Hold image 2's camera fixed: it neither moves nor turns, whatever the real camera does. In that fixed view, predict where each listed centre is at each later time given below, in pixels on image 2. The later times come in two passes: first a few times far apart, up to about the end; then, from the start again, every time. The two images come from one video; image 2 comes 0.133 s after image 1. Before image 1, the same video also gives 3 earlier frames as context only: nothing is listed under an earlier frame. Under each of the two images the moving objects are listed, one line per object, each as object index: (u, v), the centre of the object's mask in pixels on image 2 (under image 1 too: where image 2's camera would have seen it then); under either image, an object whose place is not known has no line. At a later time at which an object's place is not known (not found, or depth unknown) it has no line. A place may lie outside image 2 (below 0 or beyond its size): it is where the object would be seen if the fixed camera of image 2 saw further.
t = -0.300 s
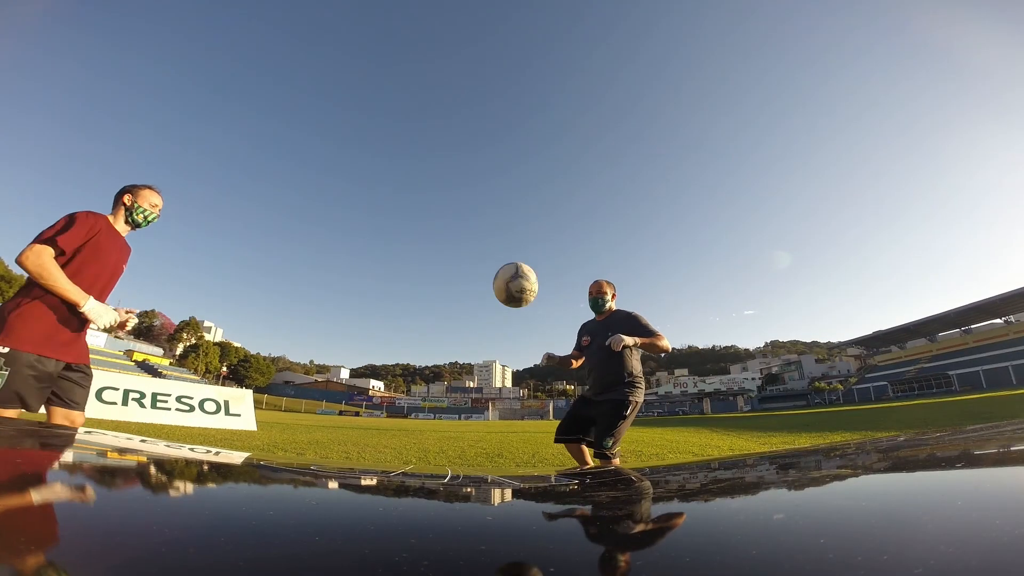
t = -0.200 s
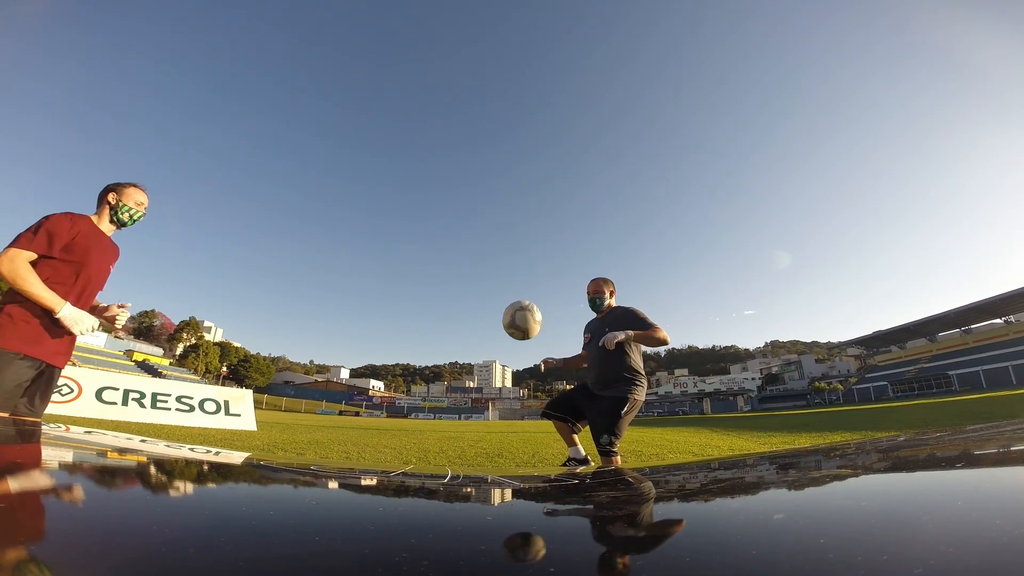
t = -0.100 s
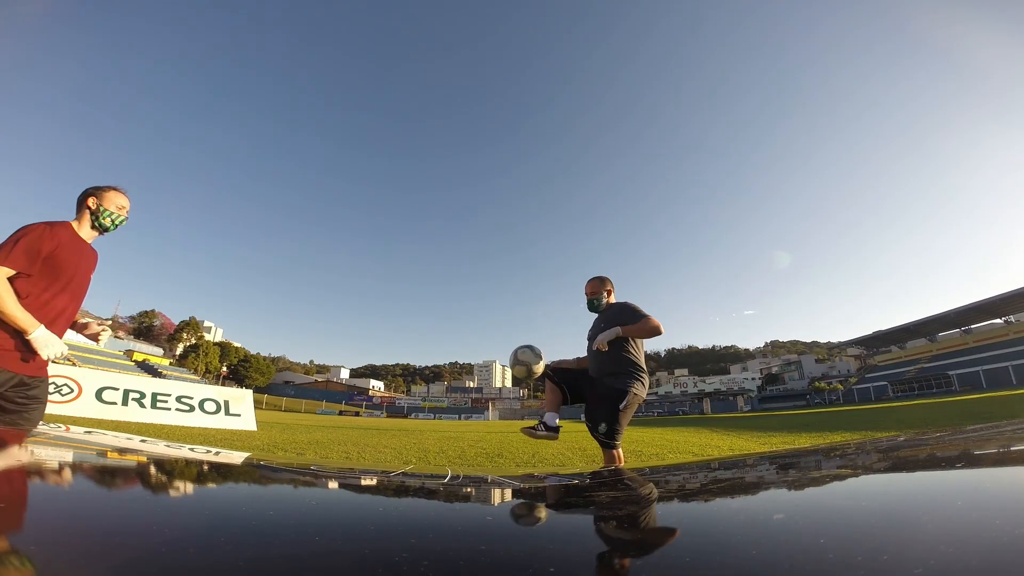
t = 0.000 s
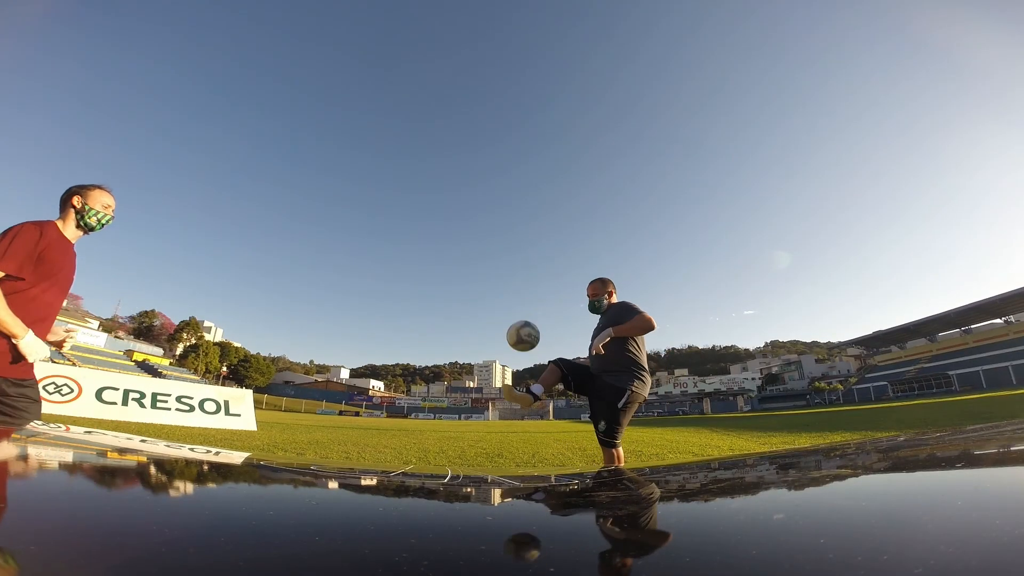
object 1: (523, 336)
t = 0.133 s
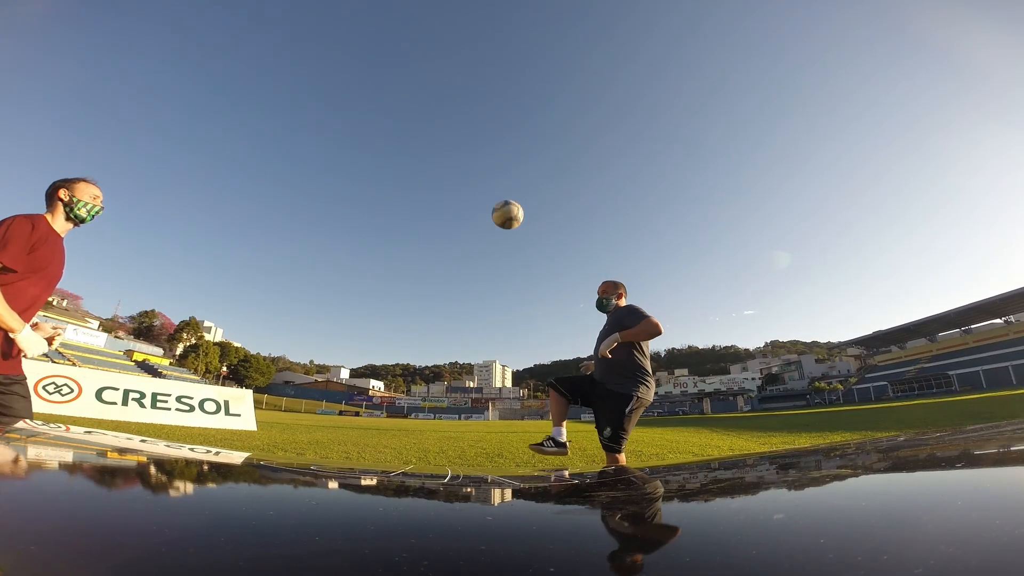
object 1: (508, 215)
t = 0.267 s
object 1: (493, 133)
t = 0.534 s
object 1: (467, 46)
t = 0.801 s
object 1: (435, 11)
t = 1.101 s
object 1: (365, 14)
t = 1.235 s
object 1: (296, 42)
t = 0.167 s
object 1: (504, 191)
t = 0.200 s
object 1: (500, 169)
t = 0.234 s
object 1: (497, 150)
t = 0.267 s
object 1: (493, 133)
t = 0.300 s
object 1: (490, 117)
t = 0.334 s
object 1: (487, 104)
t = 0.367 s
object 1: (483, 91)
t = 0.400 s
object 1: (480, 80)
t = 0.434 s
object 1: (477, 70)
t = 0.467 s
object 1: (474, 61)
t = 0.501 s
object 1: (470, 53)
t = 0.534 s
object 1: (467, 46)
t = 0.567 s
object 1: (463, 39)
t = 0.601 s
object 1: (460, 34)
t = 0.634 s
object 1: (456, 28)
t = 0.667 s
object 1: (453, 24)
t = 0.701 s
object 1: (448, 20)
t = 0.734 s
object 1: (444, 16)
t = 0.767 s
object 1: (440, 13)
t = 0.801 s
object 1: (435, 11)
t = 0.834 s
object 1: (430, 10)
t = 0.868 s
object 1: (424, 9)
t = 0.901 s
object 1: (418, 8)
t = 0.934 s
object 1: (412, 8)
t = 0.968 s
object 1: (404, 8)
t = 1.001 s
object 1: (396, 9)
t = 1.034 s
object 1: (387, 10)
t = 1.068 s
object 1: (377, 12)
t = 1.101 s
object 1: (365, 14)
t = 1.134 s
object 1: (352, 18)
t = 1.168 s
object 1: (336, 24)
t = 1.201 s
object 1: (318, 31)
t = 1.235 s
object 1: (296, 42)
